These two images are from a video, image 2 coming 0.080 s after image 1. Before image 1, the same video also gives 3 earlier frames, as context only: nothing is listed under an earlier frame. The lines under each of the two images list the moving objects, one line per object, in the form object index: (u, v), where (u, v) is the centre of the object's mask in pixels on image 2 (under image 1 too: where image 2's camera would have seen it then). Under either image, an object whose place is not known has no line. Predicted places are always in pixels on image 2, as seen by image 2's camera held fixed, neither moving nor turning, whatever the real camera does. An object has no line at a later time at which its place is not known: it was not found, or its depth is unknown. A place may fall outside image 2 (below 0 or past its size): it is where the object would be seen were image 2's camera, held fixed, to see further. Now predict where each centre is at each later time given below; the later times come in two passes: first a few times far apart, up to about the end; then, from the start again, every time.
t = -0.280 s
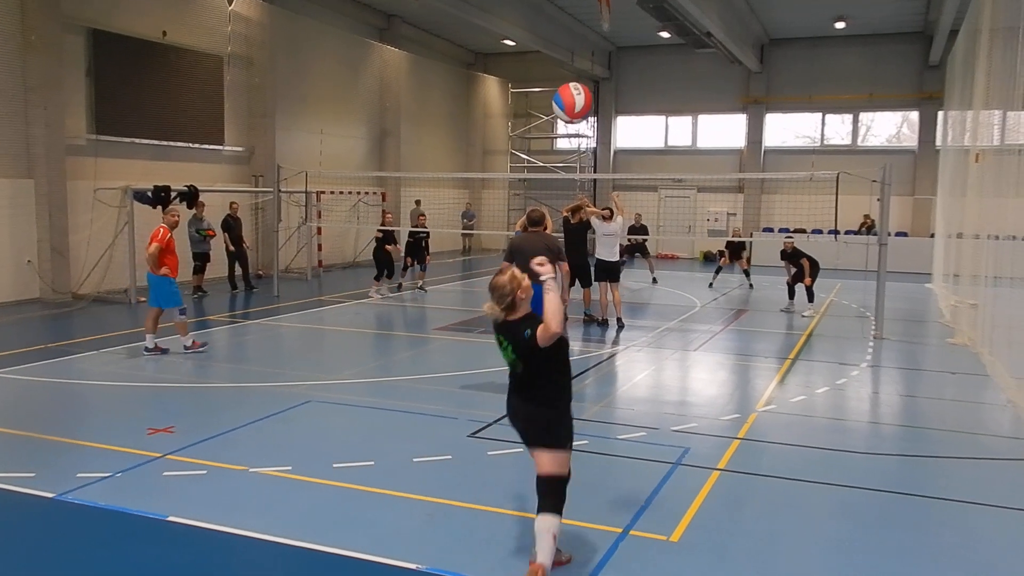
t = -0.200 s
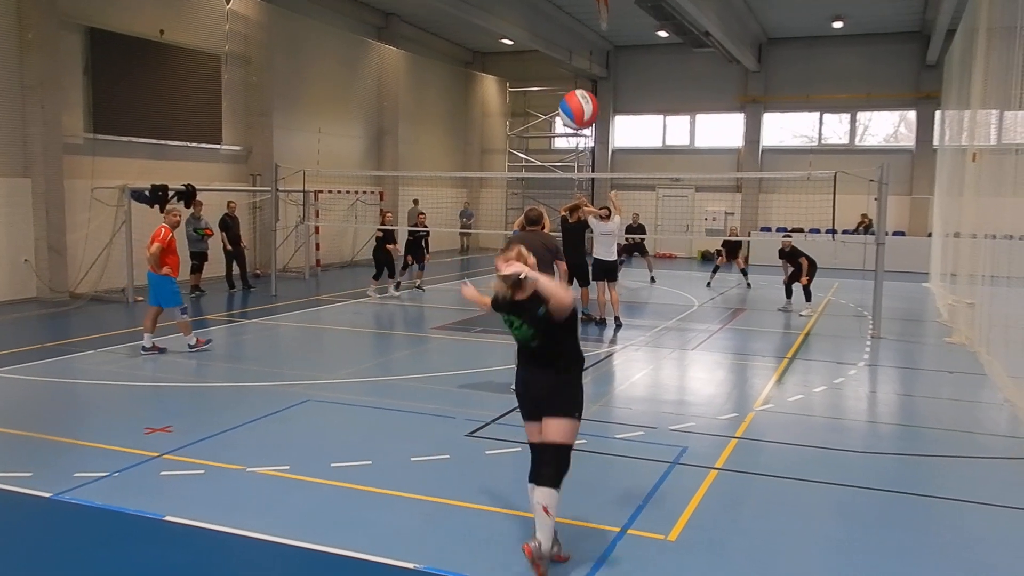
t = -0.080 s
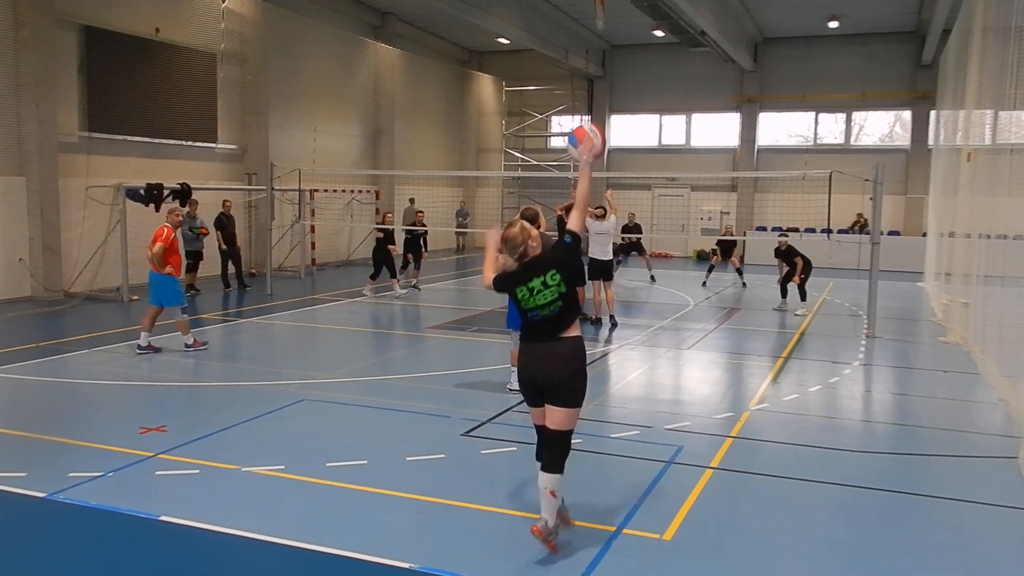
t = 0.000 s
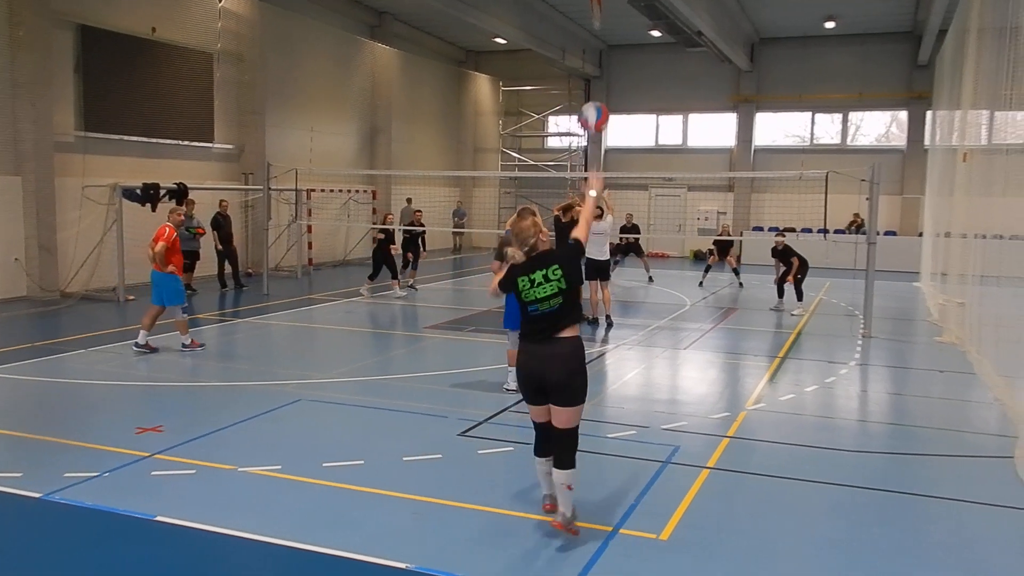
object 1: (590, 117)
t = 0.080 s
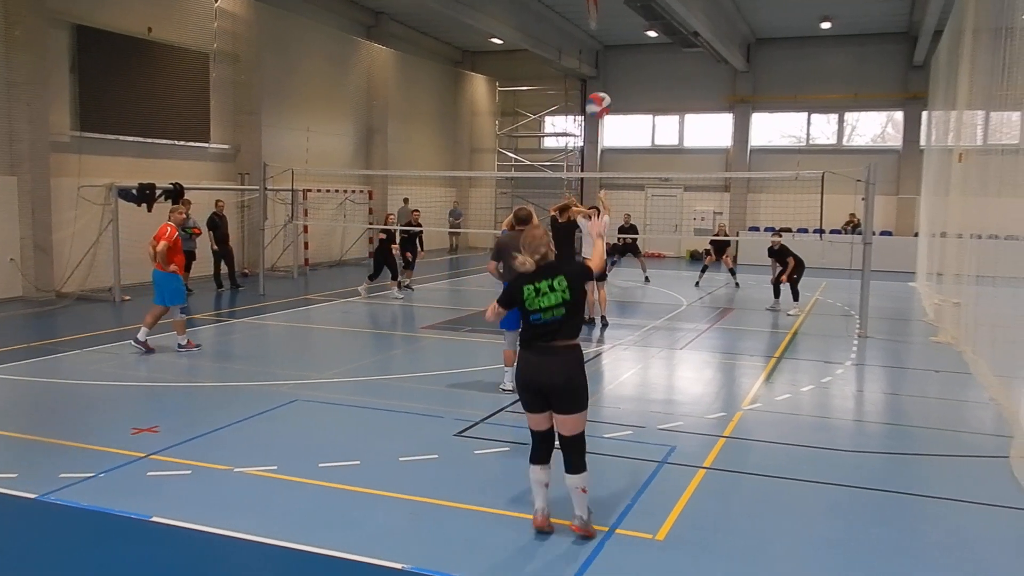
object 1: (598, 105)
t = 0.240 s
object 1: (614, 106)
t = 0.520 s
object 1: (630, 147)
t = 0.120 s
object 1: (602, 102)
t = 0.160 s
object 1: (607, 103)
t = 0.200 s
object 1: (610, 103)
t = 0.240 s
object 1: (614, 106)
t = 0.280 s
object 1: (617, 110)
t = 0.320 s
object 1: (620, 115)
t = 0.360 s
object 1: (622, 121)
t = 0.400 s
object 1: (624, 128)
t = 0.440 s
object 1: (626, 134)
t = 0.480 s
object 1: (628, 140)
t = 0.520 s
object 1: (630, 147)
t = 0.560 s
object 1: (632, 154)
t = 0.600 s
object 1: (634, 161)
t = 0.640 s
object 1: (636, 167)
